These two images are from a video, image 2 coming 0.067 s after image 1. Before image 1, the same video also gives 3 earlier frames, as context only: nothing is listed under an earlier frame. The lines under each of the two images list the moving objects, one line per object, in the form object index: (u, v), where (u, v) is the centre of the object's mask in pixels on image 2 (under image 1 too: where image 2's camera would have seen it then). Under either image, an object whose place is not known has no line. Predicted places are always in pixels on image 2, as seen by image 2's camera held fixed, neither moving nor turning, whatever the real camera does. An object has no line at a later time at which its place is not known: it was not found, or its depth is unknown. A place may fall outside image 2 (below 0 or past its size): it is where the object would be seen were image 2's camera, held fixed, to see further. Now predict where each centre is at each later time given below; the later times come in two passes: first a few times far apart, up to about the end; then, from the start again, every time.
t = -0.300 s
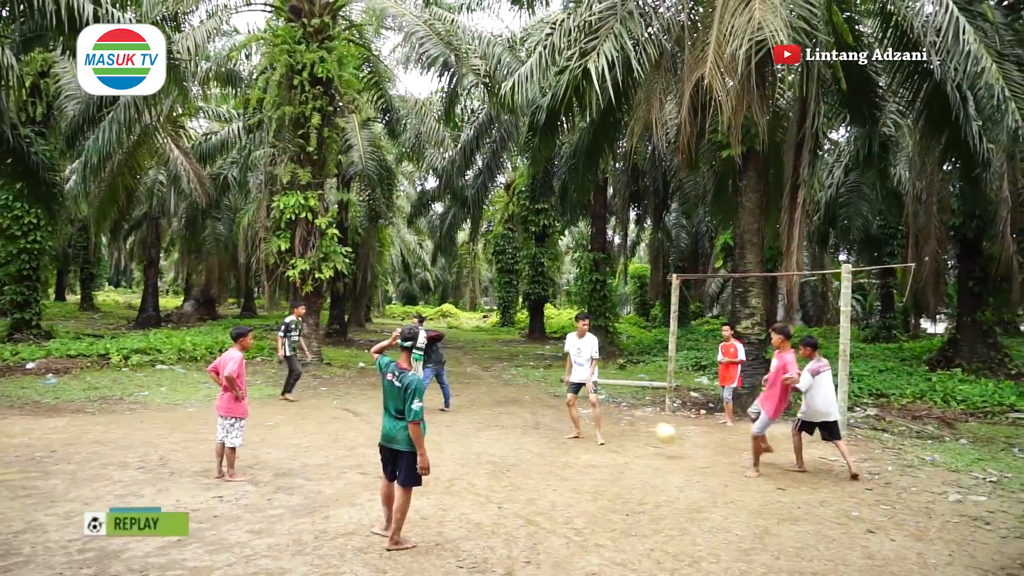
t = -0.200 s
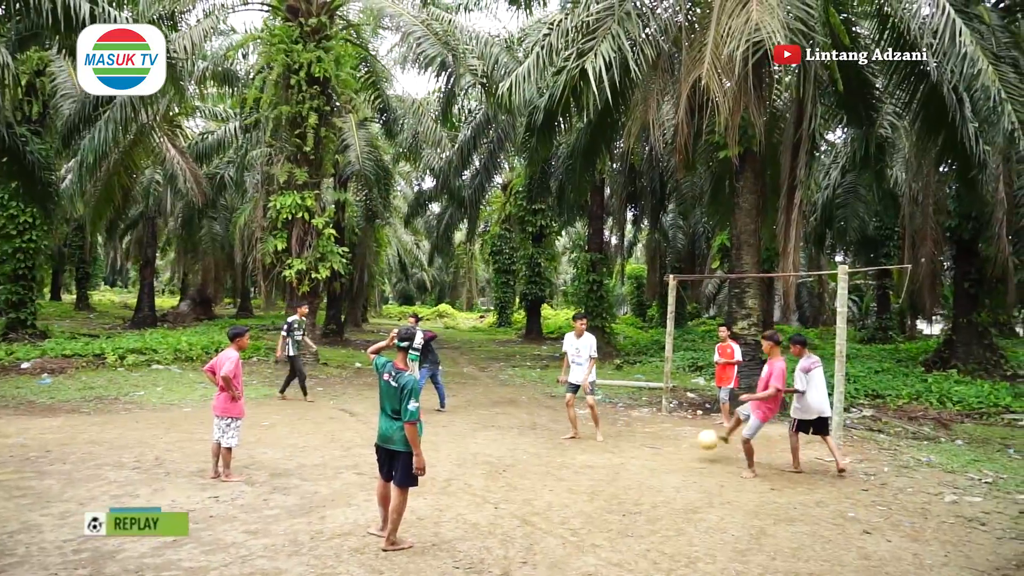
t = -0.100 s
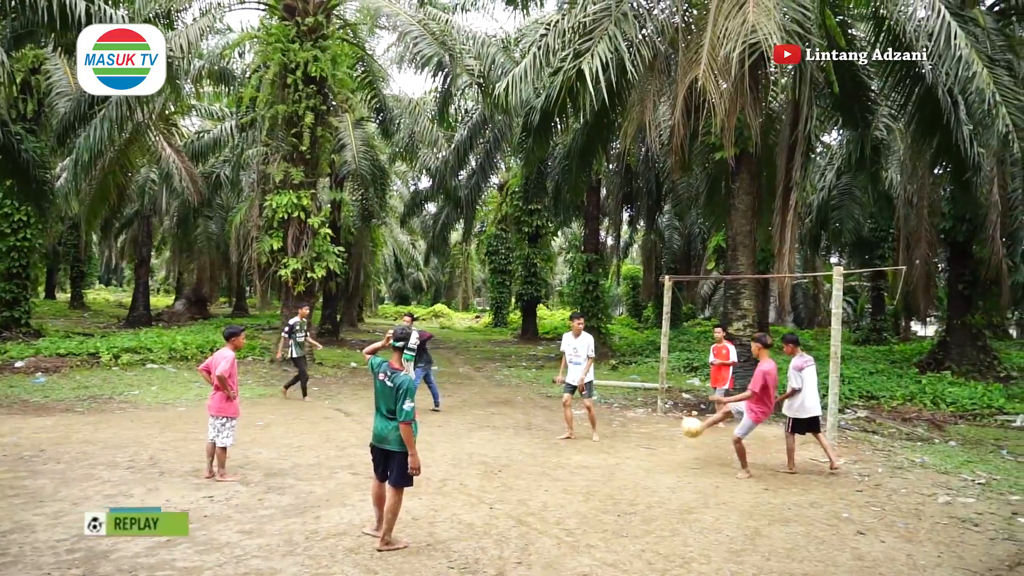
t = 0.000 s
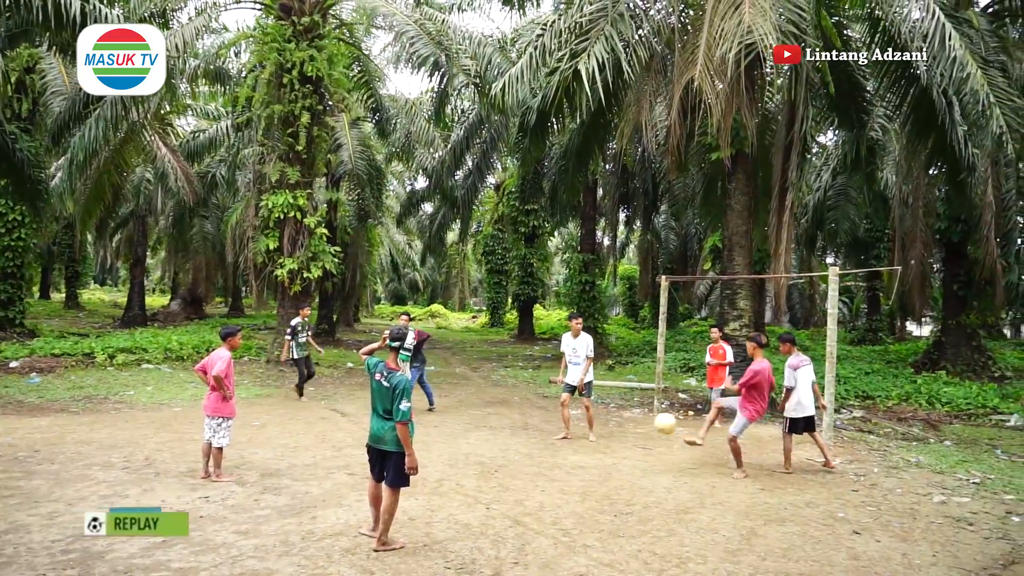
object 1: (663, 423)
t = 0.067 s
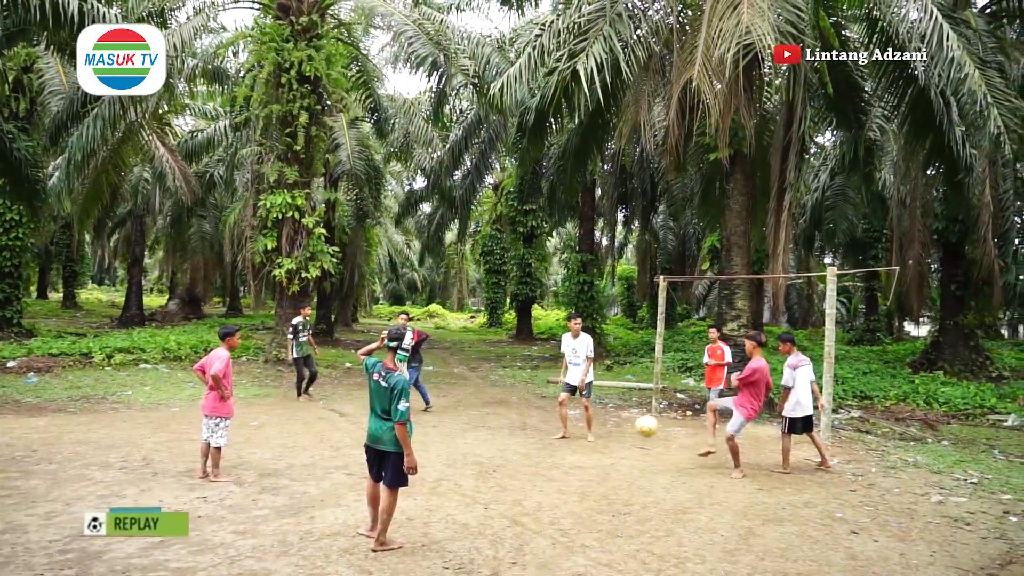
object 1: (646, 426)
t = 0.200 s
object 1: (610, 445)
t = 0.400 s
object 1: (557, 487)
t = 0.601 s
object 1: (533, 483)
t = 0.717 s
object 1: (518, 504)
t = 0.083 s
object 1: (642, 427)
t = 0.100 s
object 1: (637, 429)
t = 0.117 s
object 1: (633, 431)
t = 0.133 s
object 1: (629, 433)
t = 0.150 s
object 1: (624, 436)
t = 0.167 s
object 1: (619, 438)
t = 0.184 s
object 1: (615, 442)
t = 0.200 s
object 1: (610, 445)
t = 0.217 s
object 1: (605, 449)
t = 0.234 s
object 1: (600, 454)
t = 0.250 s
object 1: (595, 458)
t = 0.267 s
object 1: (590, 463)
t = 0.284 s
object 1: (583, 469)
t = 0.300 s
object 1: (578, 475)
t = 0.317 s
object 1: (572, 481)
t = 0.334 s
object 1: (567, 489)
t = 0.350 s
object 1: (562, 495)
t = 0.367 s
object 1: (560, 493)
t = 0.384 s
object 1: (558, 490)
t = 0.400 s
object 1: (557, 487)
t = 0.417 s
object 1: (555, 485)
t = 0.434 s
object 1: (553, 483)
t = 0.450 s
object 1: (551, 482)
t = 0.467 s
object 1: (549, 480)
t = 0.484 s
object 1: (547, 480)
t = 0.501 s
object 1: (545, 479)
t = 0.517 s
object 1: (544, 479)
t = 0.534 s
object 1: (541, 479)
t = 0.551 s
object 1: (539, 480)
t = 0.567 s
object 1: (538, 480)
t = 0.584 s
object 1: (535, 481)
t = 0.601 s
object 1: (533, 483)
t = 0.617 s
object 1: (531, 484)
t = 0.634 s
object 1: (529, 487)
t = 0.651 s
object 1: (527, 489)
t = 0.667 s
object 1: (524, 493)
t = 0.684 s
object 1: (522, 496)
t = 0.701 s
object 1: (520, 500)
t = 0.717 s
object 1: (518, 504)
